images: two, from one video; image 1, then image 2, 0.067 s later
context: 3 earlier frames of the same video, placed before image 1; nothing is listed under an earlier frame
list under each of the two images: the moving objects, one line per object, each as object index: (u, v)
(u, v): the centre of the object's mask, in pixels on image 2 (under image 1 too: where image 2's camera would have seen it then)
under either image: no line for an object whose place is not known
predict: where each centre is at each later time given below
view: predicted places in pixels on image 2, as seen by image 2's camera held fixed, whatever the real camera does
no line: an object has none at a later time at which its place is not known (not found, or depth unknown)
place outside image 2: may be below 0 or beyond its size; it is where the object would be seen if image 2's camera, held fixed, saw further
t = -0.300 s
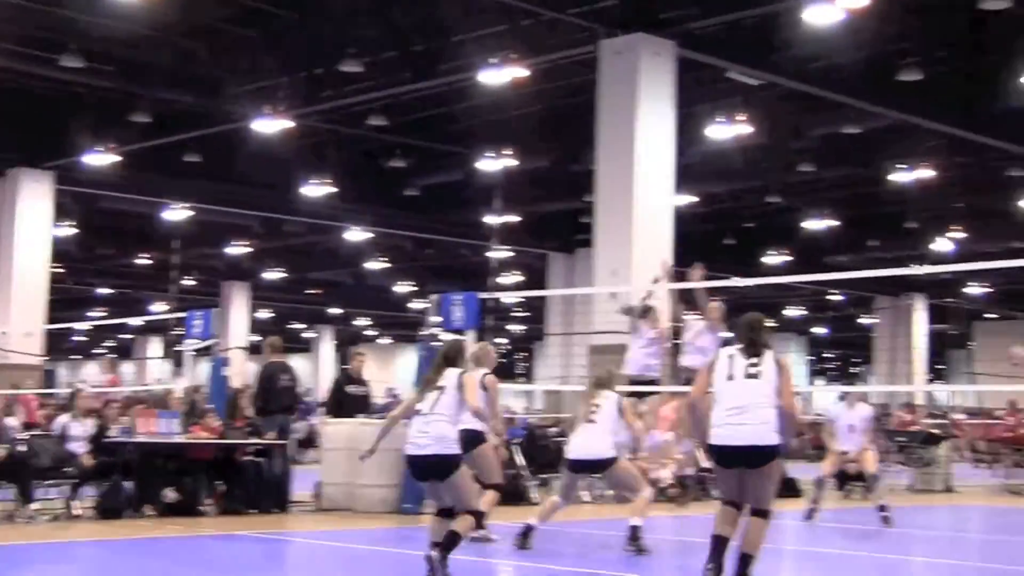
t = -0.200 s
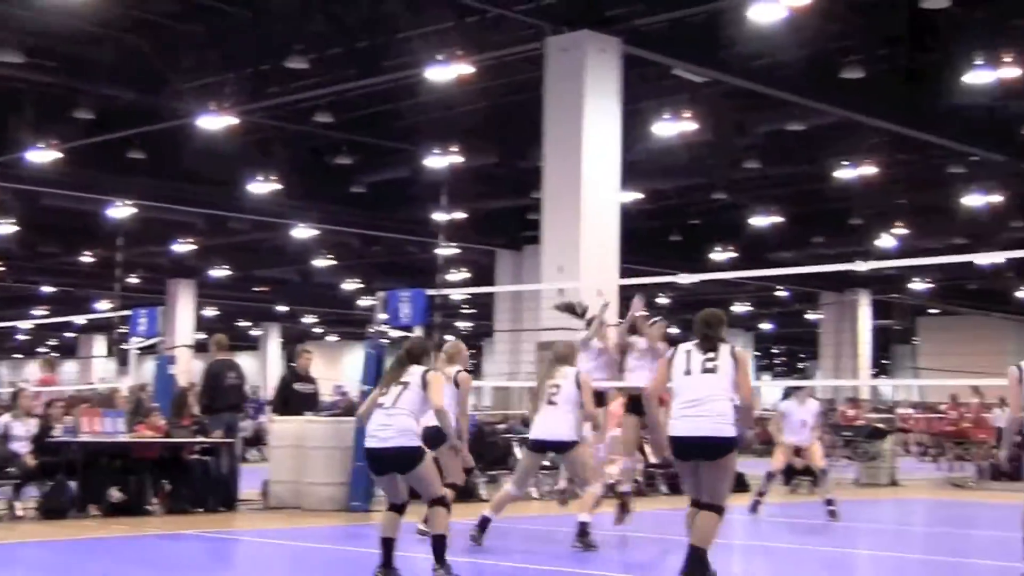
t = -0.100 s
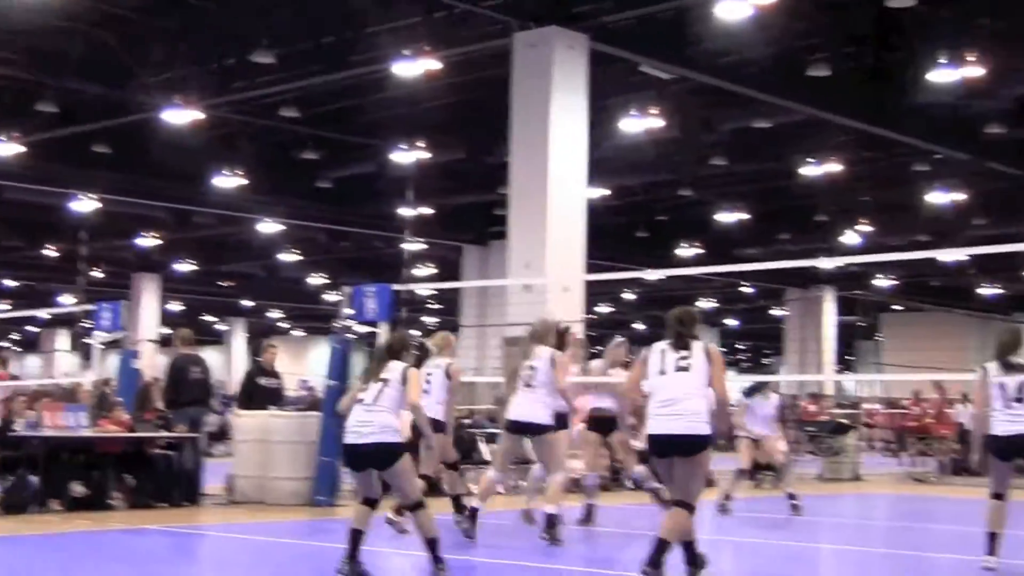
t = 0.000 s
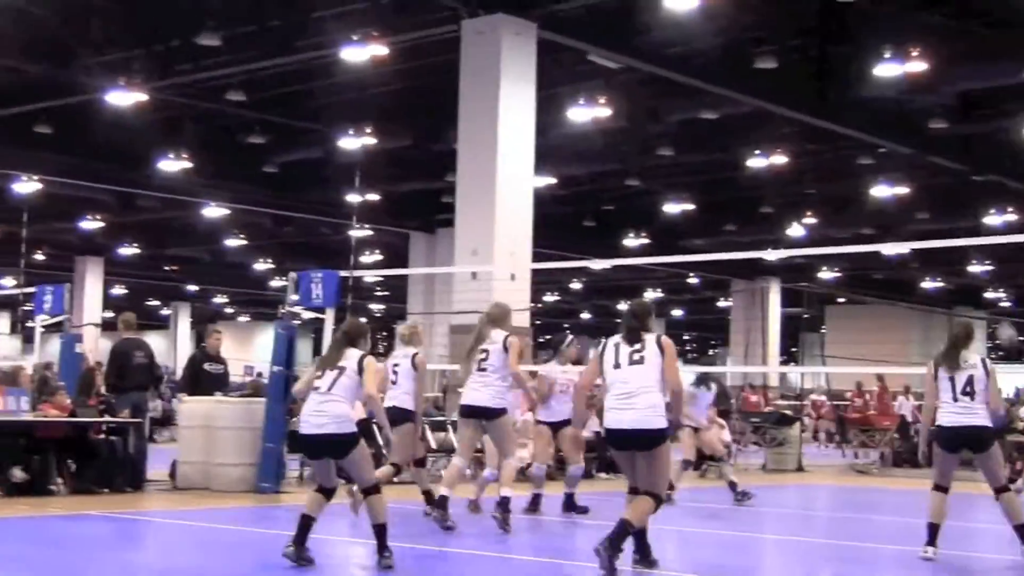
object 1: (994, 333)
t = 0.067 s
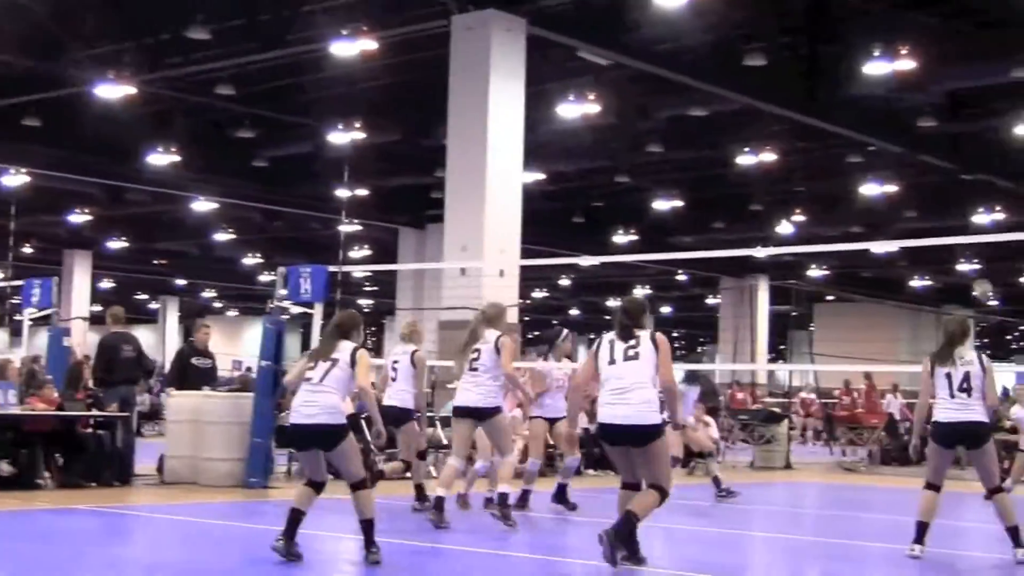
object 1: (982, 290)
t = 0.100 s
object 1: (979, 271)
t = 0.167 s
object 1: (965, 229)
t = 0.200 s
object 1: (959, 214)
